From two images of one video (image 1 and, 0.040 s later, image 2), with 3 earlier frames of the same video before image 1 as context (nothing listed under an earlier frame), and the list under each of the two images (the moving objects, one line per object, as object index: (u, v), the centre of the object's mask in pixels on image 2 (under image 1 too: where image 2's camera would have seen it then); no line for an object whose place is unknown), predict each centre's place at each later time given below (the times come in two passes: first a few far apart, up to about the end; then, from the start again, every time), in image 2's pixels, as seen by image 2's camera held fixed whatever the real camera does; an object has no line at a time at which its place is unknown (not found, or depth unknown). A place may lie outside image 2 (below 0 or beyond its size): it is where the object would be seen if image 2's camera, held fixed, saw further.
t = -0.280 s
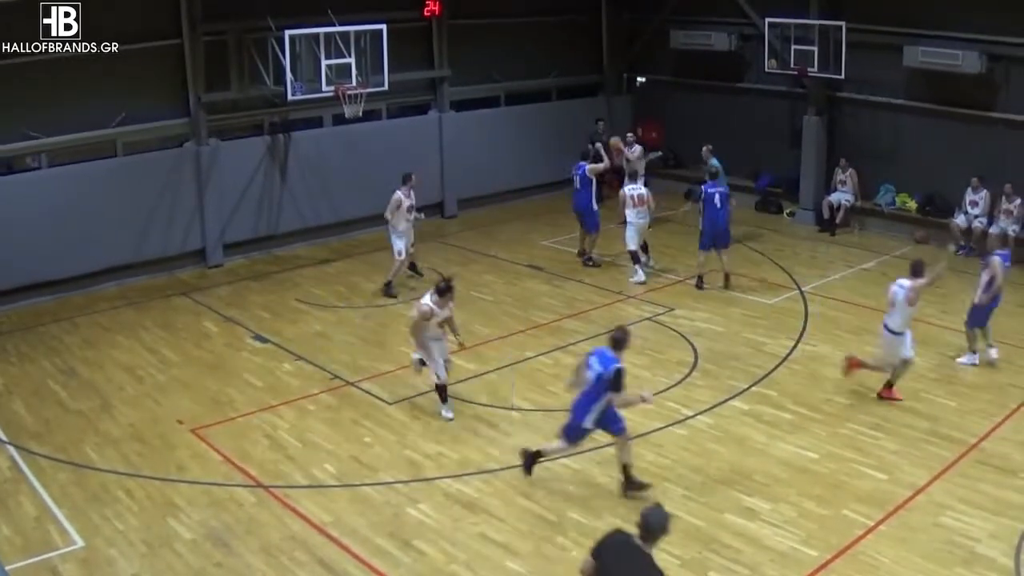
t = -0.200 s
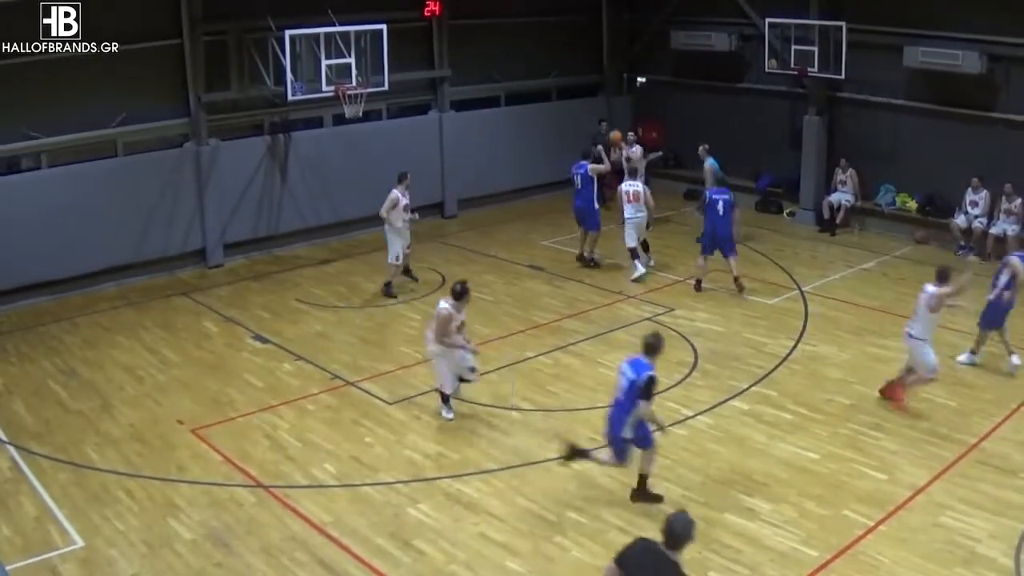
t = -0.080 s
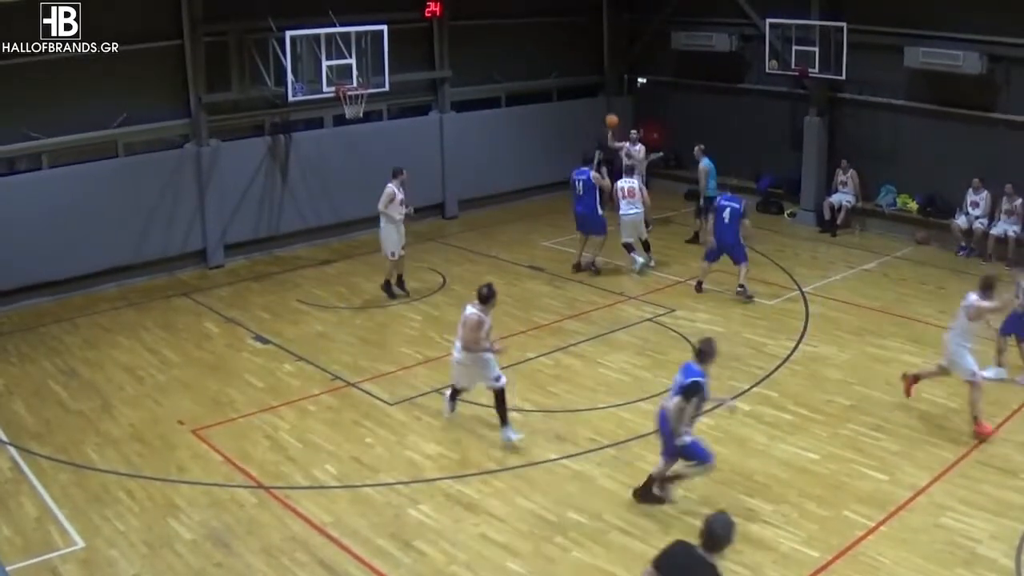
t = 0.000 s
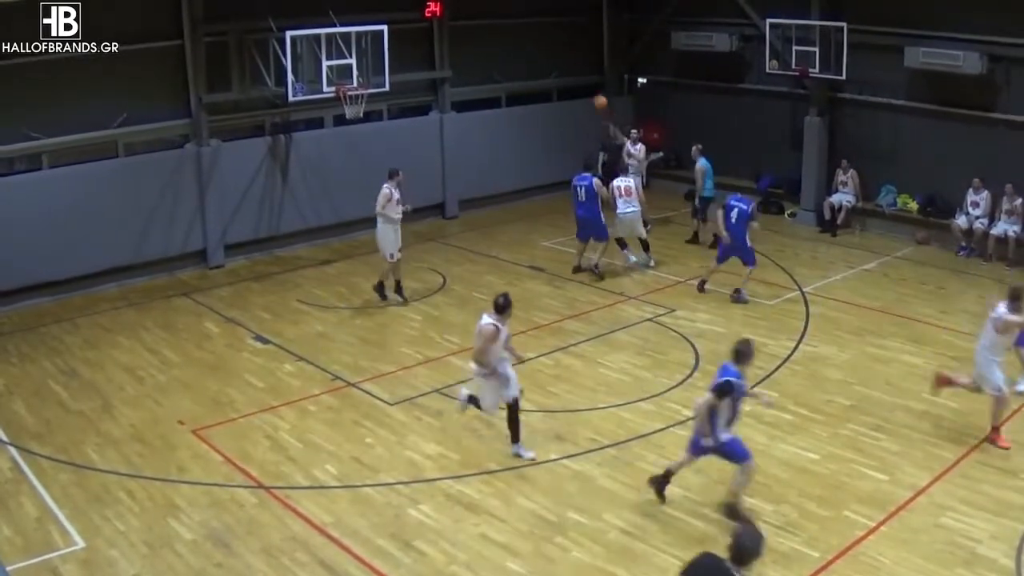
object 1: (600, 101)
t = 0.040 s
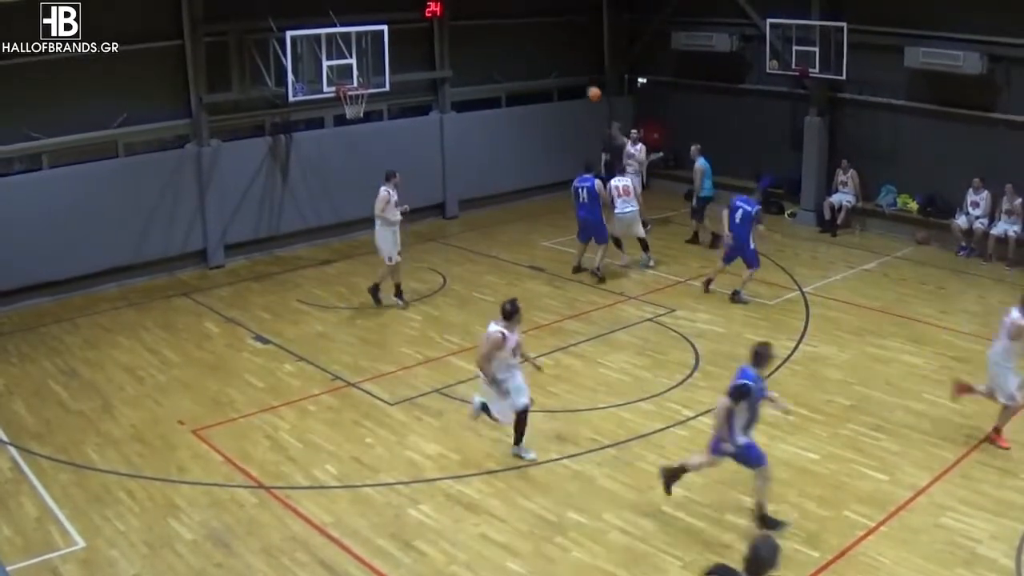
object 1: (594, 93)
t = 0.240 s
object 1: (555, 61)
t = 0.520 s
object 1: (493, 53)
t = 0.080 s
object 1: (586, 86)
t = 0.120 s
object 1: (579, 78)
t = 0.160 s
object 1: (571, 71)
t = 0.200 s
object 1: (563, 66)
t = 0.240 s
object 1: (555, 61)
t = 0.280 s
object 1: (546, 57)
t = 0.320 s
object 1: (538, 54)
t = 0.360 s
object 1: (529, 52)
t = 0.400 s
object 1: (520, 50)
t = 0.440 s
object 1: (511, 50)
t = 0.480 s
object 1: (501, 51)
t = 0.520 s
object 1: (493, 53)
